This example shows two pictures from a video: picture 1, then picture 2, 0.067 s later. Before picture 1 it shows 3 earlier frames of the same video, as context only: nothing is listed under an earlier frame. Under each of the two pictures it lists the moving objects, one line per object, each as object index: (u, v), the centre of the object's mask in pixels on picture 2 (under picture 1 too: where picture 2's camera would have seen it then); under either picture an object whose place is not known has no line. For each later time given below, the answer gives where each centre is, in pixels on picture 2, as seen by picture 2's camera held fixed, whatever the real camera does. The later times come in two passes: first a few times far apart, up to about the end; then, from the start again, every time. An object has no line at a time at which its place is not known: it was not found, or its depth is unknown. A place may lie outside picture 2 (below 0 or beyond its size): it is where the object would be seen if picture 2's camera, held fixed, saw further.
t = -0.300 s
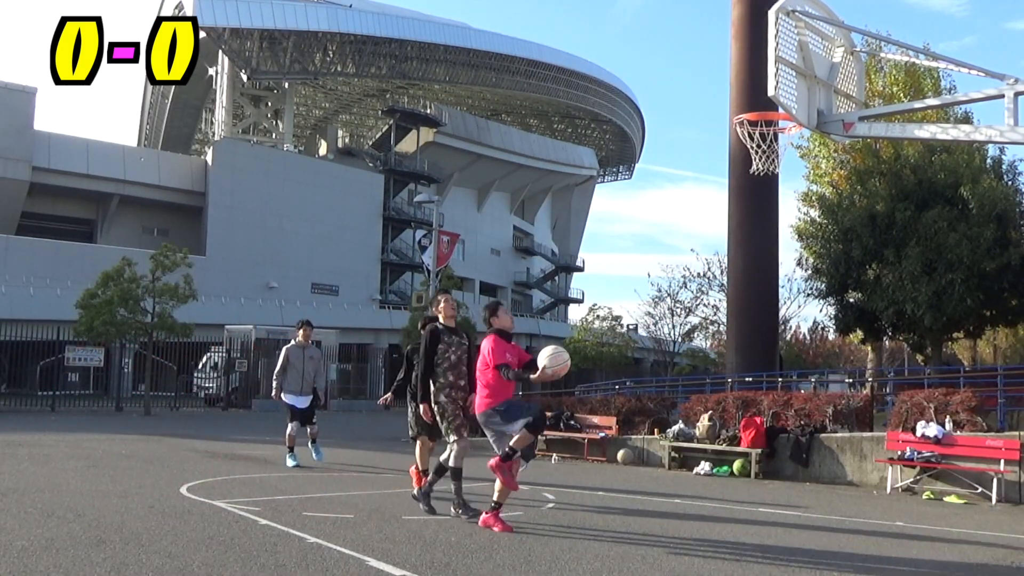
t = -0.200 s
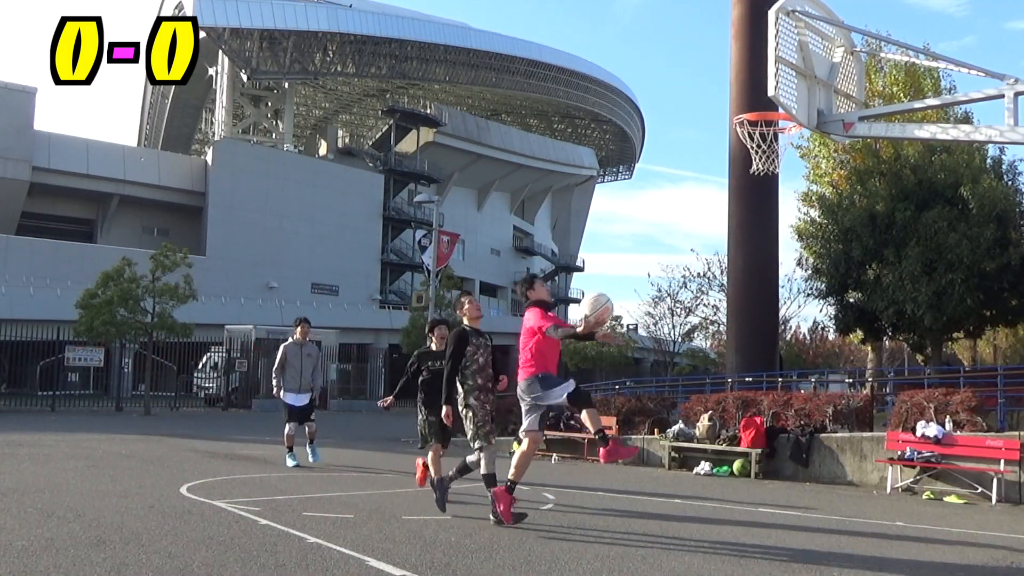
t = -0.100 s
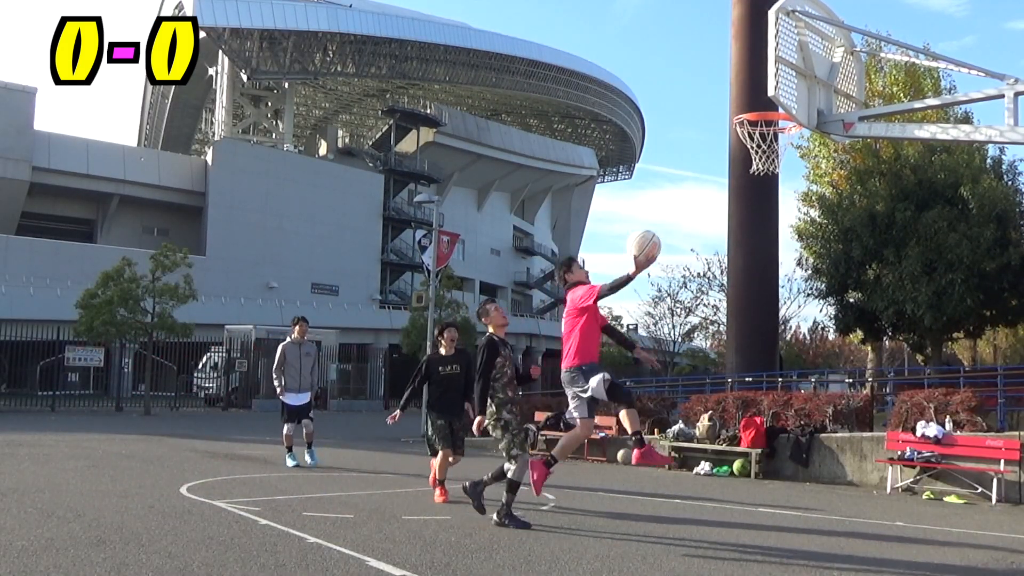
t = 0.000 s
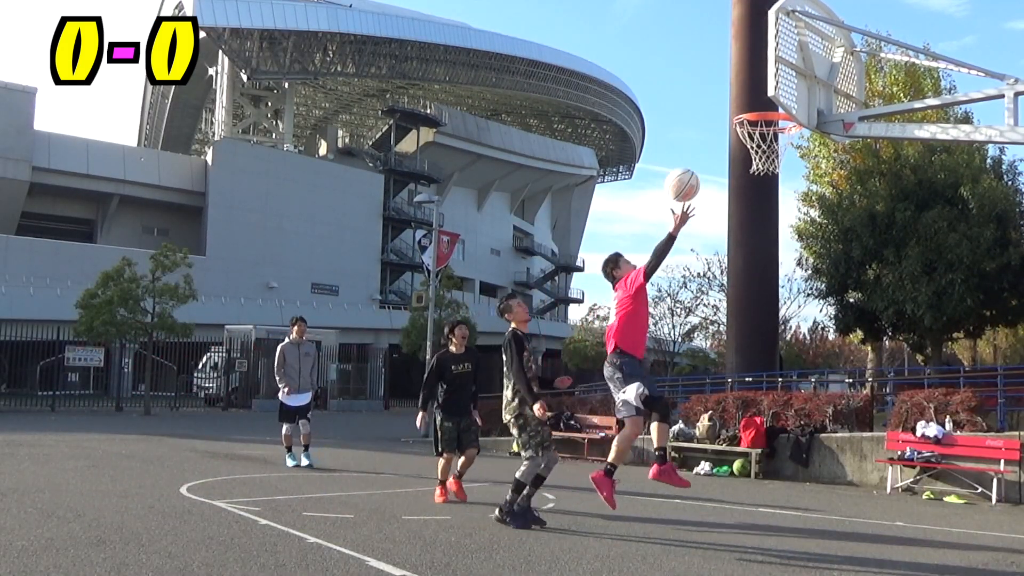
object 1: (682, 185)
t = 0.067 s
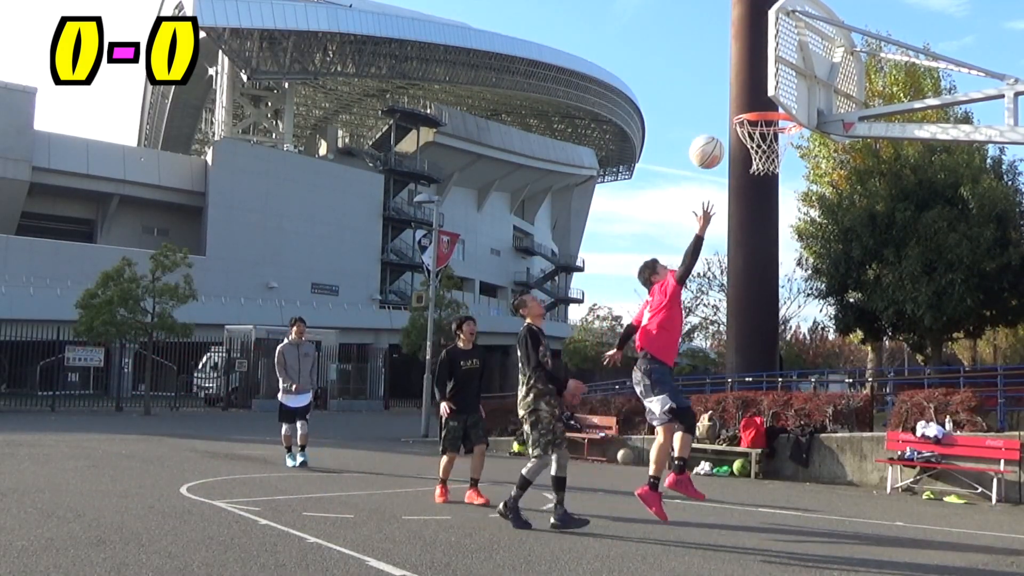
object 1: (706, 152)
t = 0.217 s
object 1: (743, 106)
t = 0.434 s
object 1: (749, 108)
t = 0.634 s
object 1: (755, 176)
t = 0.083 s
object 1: (712, 145)
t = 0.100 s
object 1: (718, 137)
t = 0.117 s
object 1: (724, 131)
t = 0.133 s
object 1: (730, 124)
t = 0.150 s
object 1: (737, 119)
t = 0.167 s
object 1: (741, 114)
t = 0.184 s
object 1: (742, 111)
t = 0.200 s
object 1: (742, 108)
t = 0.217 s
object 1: (743, 106)
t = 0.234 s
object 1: (743, 104)
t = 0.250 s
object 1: (744, 102)
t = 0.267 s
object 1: (744, 101)
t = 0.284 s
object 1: (745, 100)
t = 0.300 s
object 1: (745, 99)
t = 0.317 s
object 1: (746, 99)
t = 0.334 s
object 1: (746, 99)
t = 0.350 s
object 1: (747, 99)
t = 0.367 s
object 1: (747, 100)
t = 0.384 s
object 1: (747, 102)
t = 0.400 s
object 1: (748, 104)
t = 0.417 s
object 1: (748, 106)
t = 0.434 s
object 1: (749, 108)
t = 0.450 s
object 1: (749, 111)
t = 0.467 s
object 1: (750, 114)
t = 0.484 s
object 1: (750, 118)
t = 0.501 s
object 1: (751, 123)
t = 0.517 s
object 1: (752, 128)
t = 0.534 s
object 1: (752, 133)
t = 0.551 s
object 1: (753, 139)
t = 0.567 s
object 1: (753, 145)
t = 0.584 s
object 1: (754, 152)
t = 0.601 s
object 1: (755, 160)
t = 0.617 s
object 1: (755, 167)
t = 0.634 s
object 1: (755, 176)
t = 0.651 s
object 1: (756, 184)
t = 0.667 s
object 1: (756, 194)
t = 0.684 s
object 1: (757, 204)
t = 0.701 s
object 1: (757, 215)
